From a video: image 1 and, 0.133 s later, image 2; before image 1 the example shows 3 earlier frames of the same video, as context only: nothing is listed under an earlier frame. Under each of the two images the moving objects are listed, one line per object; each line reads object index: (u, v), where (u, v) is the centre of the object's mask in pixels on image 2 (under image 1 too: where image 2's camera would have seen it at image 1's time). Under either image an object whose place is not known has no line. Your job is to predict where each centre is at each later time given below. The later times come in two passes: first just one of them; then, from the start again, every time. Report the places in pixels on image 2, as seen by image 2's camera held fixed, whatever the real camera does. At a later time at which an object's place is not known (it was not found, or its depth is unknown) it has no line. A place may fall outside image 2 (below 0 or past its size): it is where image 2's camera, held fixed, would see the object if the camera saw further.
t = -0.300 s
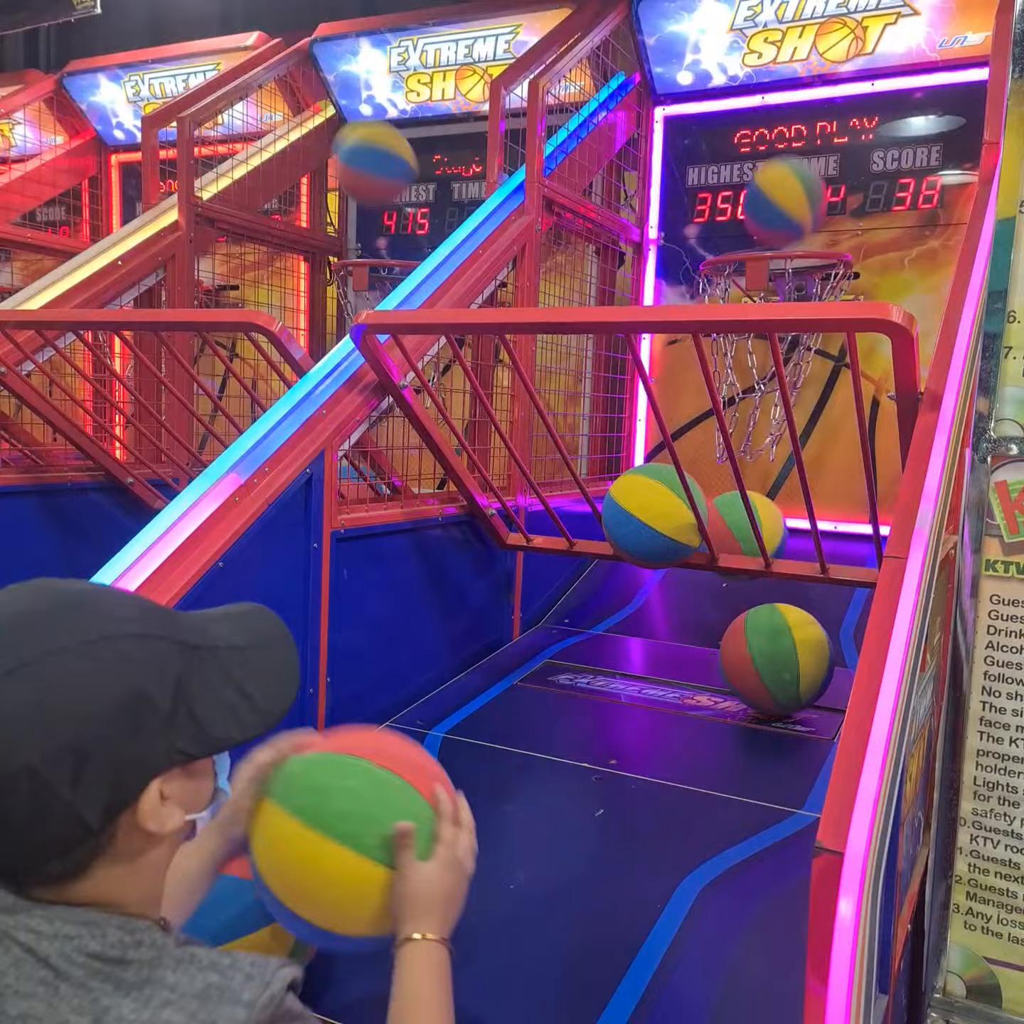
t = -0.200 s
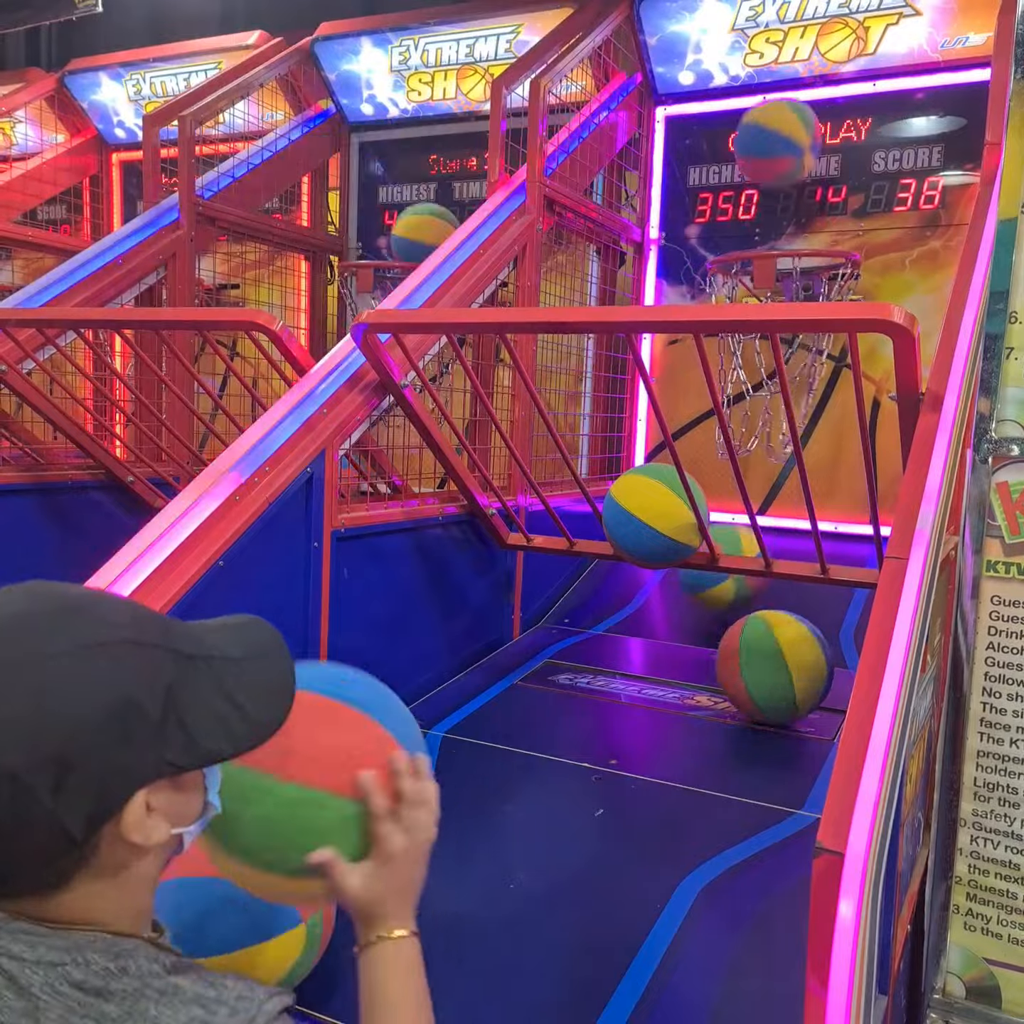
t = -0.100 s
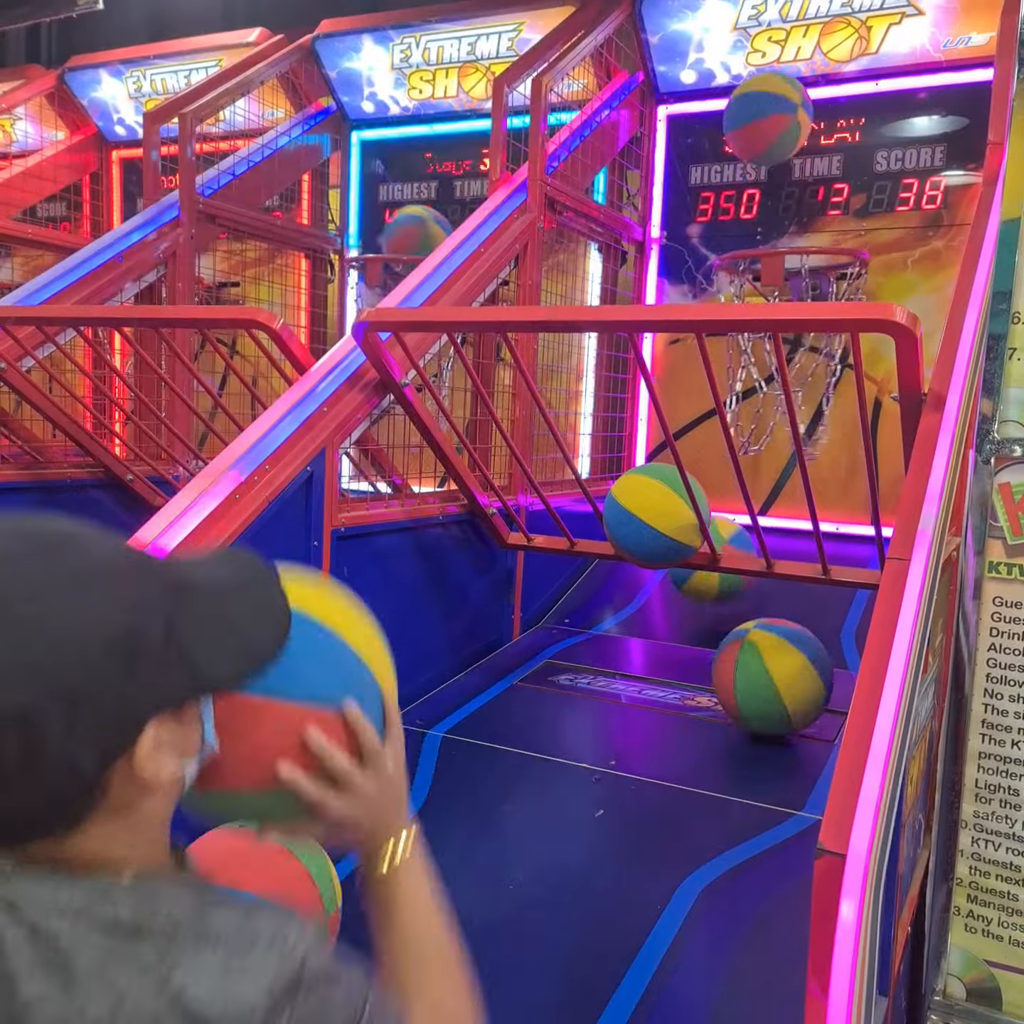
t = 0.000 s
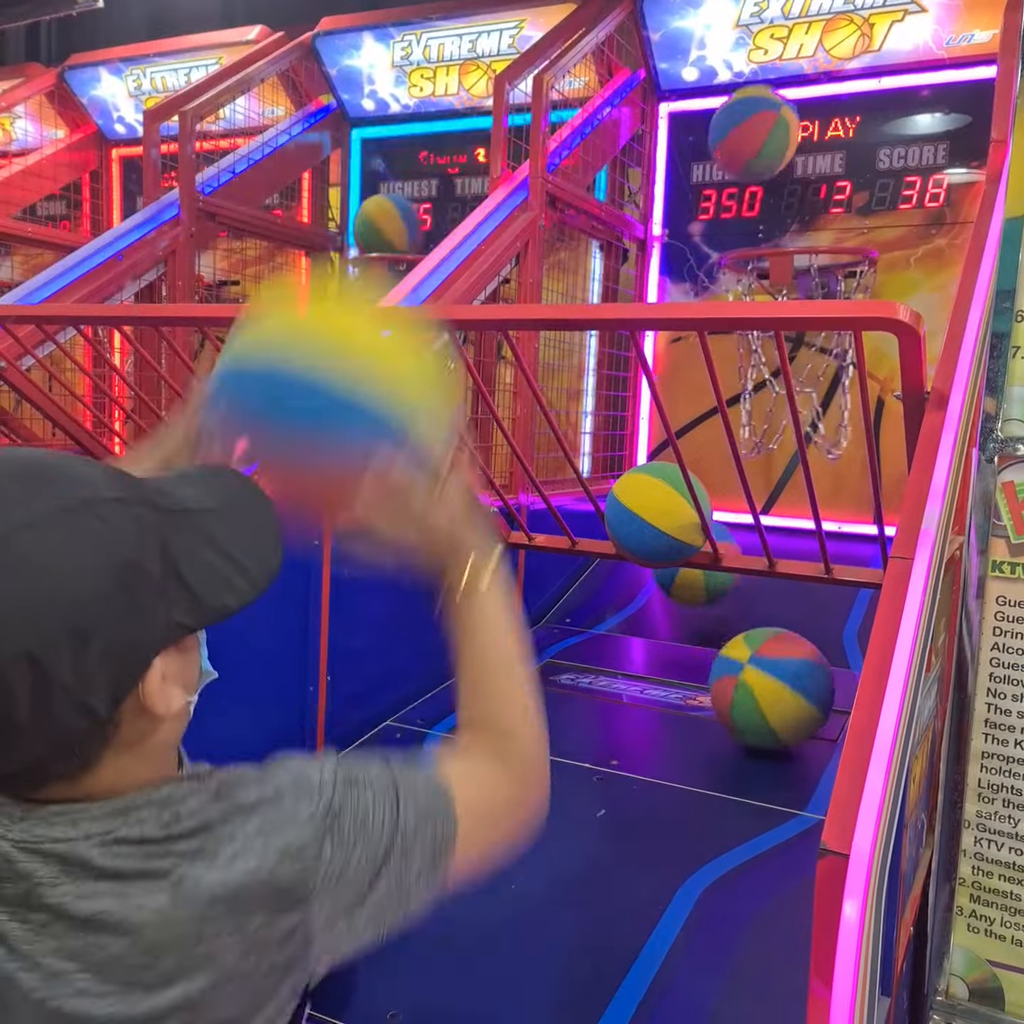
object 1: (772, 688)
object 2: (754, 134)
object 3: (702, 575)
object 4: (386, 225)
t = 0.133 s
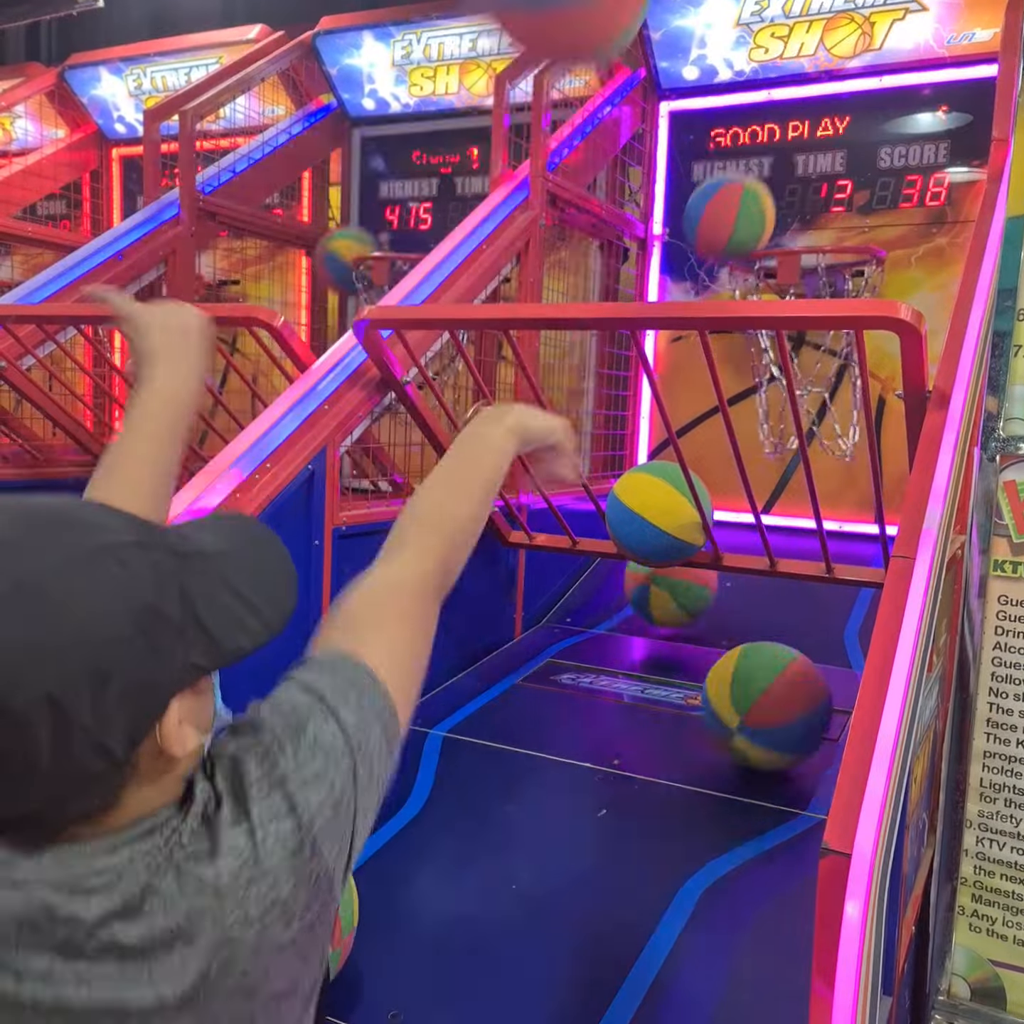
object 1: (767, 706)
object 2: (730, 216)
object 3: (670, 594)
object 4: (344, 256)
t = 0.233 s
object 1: (760, 723)
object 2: (687, 221)
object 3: (647, 600)
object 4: (337, 294)
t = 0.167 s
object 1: (765, 711)
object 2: (717, 220)
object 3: (663, 594)
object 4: (334, 276)
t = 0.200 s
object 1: (763, 716)
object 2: (704, 219)
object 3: (655, 595)
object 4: (334, 285)
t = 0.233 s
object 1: (760, 723)
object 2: (687, 221)
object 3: (647, 600)
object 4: (337, 294)
